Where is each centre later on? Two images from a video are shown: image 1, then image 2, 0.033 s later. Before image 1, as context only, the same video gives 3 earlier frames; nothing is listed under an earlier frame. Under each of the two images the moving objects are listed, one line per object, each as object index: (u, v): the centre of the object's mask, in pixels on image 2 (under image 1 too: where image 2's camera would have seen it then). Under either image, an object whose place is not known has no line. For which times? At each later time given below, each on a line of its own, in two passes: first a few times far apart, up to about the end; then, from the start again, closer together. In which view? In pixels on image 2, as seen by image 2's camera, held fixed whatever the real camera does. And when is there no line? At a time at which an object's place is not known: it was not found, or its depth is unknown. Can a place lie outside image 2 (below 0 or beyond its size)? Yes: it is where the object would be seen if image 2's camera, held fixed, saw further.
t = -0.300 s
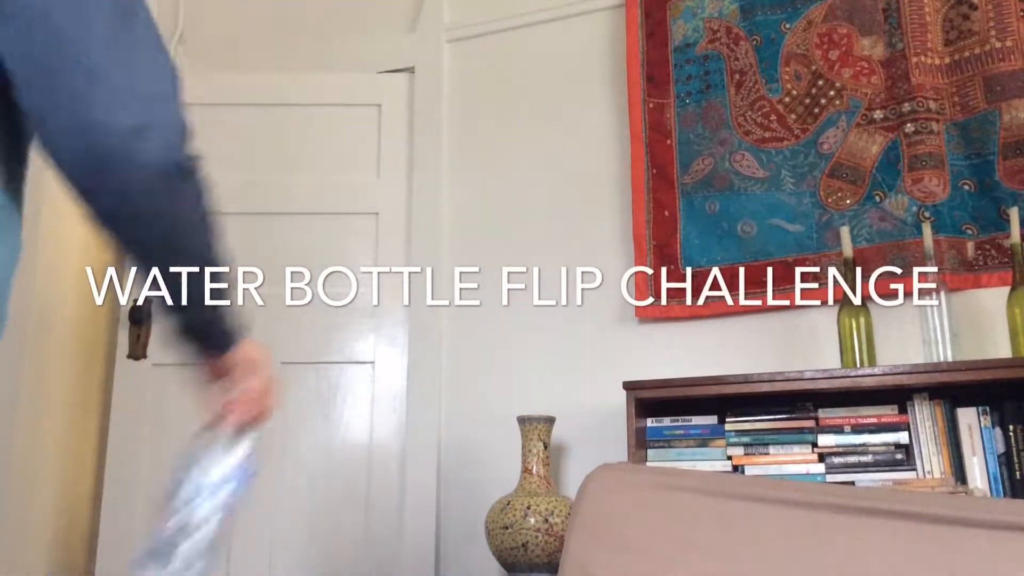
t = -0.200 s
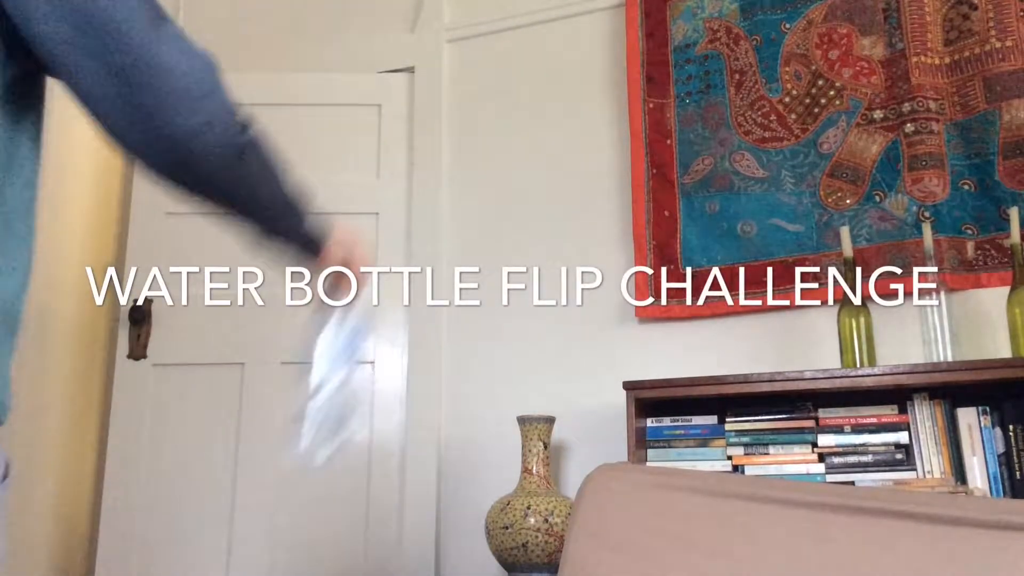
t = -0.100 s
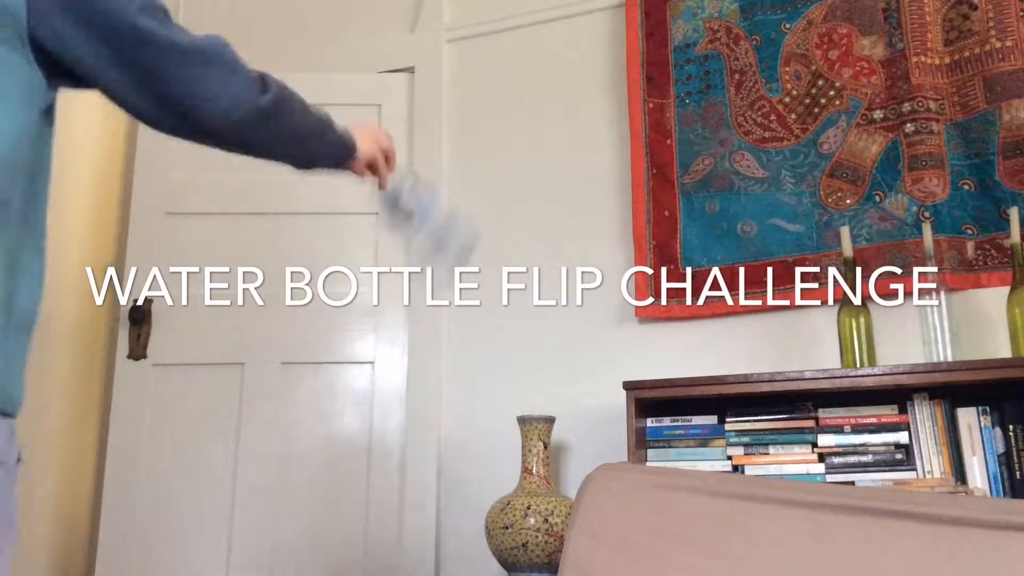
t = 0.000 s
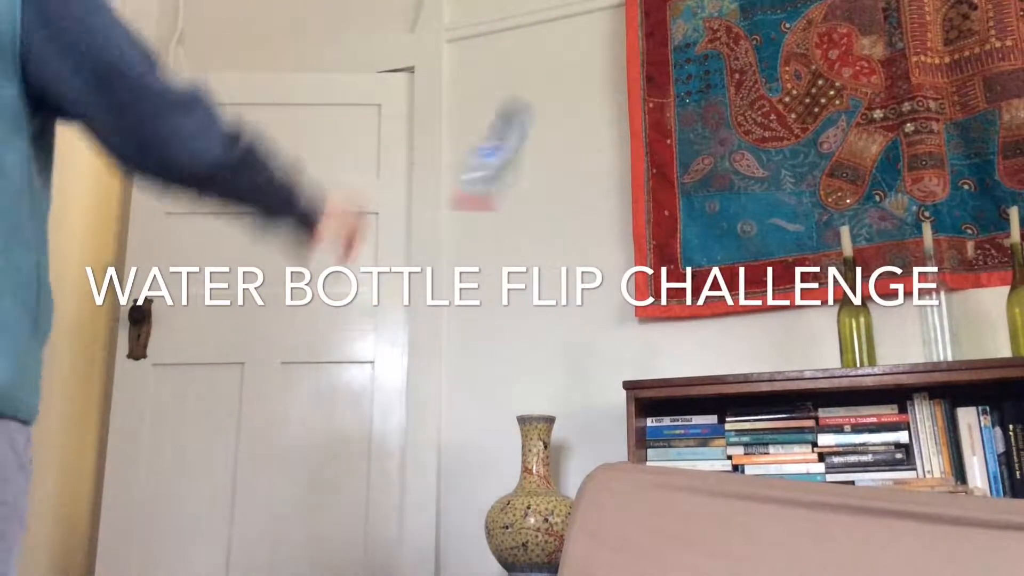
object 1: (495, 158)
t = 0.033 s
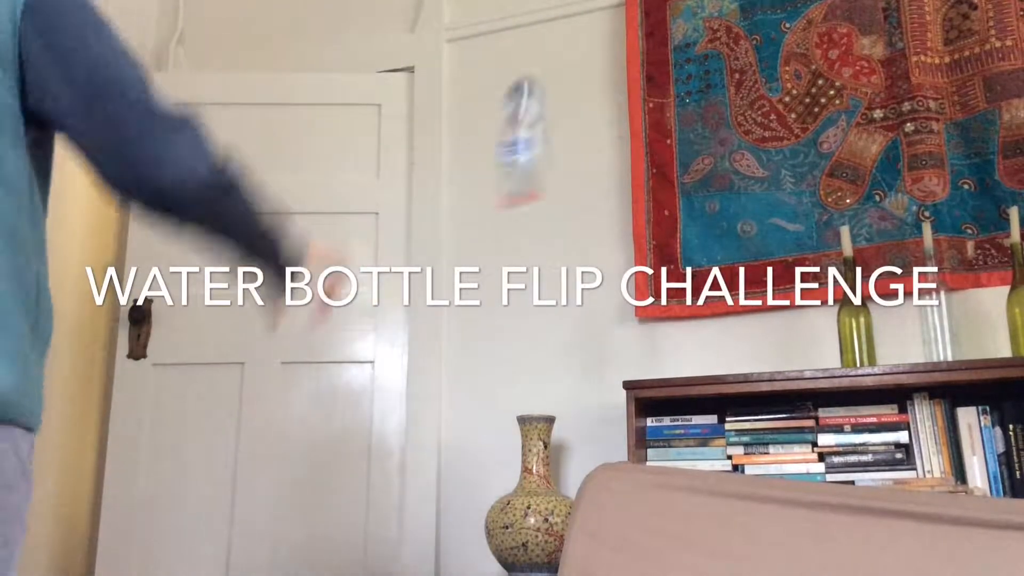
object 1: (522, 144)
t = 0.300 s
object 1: (642, 149)
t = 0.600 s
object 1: (724, 346)
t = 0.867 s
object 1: (727, 346)
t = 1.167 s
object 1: (728, 346)
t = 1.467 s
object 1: (728, 347)
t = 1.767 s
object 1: (728, 346)
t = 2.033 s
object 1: (728, 346)
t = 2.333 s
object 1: (728, 346)
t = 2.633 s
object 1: (728, 346)
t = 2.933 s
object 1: (728, 346)
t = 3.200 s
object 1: (728, 346)
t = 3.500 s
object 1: (728, 346)
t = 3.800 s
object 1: (728, 346)
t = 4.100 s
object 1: (728, 346)
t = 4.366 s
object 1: (728, 346)
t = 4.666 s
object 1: (728, 346)
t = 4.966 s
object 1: (728, 346)
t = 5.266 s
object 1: (727, 346)
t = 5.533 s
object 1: (727, 346)
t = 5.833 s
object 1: (727, 346)
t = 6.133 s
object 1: (727, 346)
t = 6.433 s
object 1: (728, 346)
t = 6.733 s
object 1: (728, 346)
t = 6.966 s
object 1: (728, 346)
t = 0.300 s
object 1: (642, 149)
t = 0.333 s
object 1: (654, 172)
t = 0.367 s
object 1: (664, 201)
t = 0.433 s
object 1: (686, 263)
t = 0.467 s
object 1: (700, 305)
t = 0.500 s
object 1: (712, 340)
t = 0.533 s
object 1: (717, 345)
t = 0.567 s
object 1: (721, 346)
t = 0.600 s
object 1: (724, 346)
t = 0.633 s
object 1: (727, 346)
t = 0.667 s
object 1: (729, 346)
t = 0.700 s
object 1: (729, 346)
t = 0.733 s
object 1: (728, 346)
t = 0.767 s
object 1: (727, 346)
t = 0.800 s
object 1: (728, 346)
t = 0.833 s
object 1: (727, 346)
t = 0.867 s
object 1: (727, 346)
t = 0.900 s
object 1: (728, 346)
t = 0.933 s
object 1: (728, 346)
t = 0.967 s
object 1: (728, 346)
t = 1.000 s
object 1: (728, 346)
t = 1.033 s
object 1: (728, 346)
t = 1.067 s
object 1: (728, 346)
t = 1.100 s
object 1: (728, 346)
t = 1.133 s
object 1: (728, 346)
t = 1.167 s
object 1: (728, 346)
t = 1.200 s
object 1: (728, 346)
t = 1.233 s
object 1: (728, 346)
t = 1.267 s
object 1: (728, 346)
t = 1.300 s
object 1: (728, 346)
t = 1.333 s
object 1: (728, 346)
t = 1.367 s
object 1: (728, 346)
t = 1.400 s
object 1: (727, 347)
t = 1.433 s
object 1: (727, 347)
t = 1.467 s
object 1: (728, 347)
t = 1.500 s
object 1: (727, 347)
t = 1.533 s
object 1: (727, 346)
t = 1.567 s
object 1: (727, 346)
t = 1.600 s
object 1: (727, 346)
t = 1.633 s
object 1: (728, 346)
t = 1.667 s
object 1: (728, 346)
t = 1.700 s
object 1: (727, 346)
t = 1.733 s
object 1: (728, 346)
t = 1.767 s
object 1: (728, 346)
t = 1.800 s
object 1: (728, 346)
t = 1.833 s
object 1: (728, 346)
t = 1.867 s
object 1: (728, 346)
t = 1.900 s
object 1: (728, 346)
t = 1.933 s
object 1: (727, 346)
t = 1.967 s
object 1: (727, 346)
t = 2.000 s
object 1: (728, 346)
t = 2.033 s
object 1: (728, 346)
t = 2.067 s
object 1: (728, 346)
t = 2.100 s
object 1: (728, 346)
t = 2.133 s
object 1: (728, 346)
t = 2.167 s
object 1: (728, 346)
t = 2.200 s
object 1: (728, 346)
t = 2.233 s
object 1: (727, 346)
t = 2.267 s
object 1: (727, 346)
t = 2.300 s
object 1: (727, 346)
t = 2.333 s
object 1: (728, 346)
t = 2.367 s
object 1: (728, 346)
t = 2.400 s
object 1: (728, 346)
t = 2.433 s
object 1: (728, 346)
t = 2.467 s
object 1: (728, 346)
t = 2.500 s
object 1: (728, 346)
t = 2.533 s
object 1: (728, 346)
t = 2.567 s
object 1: (728, 346)
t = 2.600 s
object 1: (728, 346)
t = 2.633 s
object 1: (728, 346)
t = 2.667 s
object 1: (728, 346)
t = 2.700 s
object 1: (728, 346)
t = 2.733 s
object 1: (728, 346)
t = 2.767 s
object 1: (728, 346)
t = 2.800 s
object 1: (728, 346)
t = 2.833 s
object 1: (728, 346)
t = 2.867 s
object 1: (728, 346)
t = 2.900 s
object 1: (728, 346)
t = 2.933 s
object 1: (728, 346)
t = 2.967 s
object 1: (728, 346)
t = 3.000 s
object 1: (727, 346)
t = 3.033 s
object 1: (728, 346)
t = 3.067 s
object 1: (728, 346)
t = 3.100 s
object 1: (727, 346)
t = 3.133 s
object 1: (727, 346)
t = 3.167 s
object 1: (727, 346)
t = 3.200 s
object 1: (728, 346)
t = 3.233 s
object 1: (728, 346)
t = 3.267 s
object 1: (727, 346)
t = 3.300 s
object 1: (727, 346)
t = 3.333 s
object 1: (728, 346)
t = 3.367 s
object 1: (727, 346)
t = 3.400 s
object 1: (728, 346)
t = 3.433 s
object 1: (728, 346)
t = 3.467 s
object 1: (728, 346)
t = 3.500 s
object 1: (728, 346)
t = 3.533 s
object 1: (728, 346)
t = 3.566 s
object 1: (728, 346)
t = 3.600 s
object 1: (728, 346)
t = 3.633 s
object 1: (728, 346)
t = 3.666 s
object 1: (728, 346)
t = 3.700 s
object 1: (728, 346)
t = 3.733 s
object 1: (728, 346)
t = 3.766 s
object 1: (728, 346)
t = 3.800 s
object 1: (728, 346)
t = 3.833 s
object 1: (728, 346)
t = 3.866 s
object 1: (728, 346)
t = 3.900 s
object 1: (728, 346)
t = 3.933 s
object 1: (728, 346)
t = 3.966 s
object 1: (728, 346)
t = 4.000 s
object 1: (728, 346)
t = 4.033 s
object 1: (728, 346)
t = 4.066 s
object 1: (728, 346)
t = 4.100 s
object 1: (728, 346)
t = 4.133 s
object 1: (728, 346)
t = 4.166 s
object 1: (728, 346)
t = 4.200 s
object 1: (728, 346)
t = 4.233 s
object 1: (728, 346)
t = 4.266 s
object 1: (728, 346)
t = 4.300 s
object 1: (727, 346)
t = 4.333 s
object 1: (728, 346)
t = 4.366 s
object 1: (728, 346)
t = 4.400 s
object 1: (728, 346)
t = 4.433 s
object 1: (727, 346)
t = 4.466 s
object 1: (727, 346)
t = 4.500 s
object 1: (727, 346)
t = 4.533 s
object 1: (727, 346)
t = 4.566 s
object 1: (727, 346)
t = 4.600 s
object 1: (728, 346)
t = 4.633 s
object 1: (728, 346)
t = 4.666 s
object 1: (728, 346)
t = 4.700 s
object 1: (728, 346)
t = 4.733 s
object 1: (728, 346)
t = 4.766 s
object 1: (728, 346)
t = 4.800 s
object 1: (728, 346)
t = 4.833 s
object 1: (728, 346)
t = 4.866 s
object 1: (728, 346)
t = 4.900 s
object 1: (728, 346)
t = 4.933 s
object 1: (728, 346)
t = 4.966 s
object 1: (728, 346)
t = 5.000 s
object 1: (728, 346)
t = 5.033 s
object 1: (728, 346)
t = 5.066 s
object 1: (728, 346)
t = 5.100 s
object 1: (728, 346)
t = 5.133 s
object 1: (727, 346)
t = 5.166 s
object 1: (727, 346)
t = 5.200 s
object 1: (727, 346)
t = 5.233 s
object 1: (727, 346)
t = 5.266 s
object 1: (727, 346)
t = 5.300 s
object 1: (727, 346)
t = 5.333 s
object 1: (727, 346)
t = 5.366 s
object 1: (727, 346)
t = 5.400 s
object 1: (727, 346)
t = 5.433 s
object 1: (727, 346)
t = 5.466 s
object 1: (728, 346)
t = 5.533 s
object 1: (727, 346)
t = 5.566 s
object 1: (727, 346)
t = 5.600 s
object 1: (727, 346)
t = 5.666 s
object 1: (727, 346)
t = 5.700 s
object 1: (727, 346)
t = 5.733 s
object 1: (727, 346)
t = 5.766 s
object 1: (727, 346)
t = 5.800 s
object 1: (727, 346)
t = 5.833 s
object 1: (727, 346)
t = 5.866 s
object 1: (727, 346)
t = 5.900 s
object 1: (727, 346)
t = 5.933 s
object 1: (727, 346)
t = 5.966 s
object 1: (727, 346)
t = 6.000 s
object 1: (727, 346)
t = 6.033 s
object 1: (727, 346)
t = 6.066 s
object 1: (727, 346)
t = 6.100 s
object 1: (727, 346)
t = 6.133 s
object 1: (727, 346)
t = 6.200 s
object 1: (728, 346)
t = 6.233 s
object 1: (728, 346)
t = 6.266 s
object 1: (728, 346)
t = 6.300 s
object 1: (728, 346)
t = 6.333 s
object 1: (728, 346)
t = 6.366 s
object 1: (728, 346)
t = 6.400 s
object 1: (728, 346)
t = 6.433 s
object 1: (728, 346)
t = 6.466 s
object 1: (728, 346)
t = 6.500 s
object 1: (728, 346)
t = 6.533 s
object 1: (728, 346)
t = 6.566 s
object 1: (728, 346)
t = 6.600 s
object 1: (728, 346)
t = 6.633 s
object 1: (728, 346)
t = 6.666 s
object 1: (728, 346)
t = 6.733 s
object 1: (728, 346)
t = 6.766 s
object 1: (728, 346)
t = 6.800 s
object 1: (727, 346)
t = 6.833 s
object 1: (727, 346)
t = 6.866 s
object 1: (727, 346)
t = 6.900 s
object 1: (728, 346)
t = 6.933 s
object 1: (728, 346)
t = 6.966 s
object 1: (728, 346)
